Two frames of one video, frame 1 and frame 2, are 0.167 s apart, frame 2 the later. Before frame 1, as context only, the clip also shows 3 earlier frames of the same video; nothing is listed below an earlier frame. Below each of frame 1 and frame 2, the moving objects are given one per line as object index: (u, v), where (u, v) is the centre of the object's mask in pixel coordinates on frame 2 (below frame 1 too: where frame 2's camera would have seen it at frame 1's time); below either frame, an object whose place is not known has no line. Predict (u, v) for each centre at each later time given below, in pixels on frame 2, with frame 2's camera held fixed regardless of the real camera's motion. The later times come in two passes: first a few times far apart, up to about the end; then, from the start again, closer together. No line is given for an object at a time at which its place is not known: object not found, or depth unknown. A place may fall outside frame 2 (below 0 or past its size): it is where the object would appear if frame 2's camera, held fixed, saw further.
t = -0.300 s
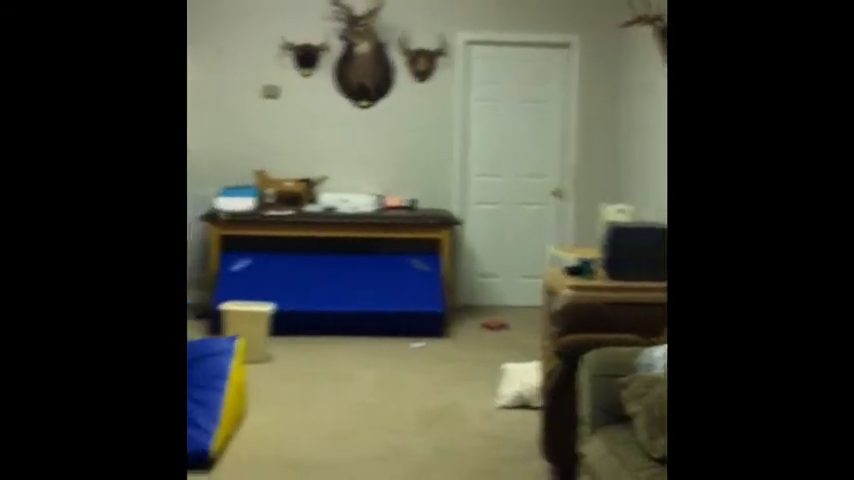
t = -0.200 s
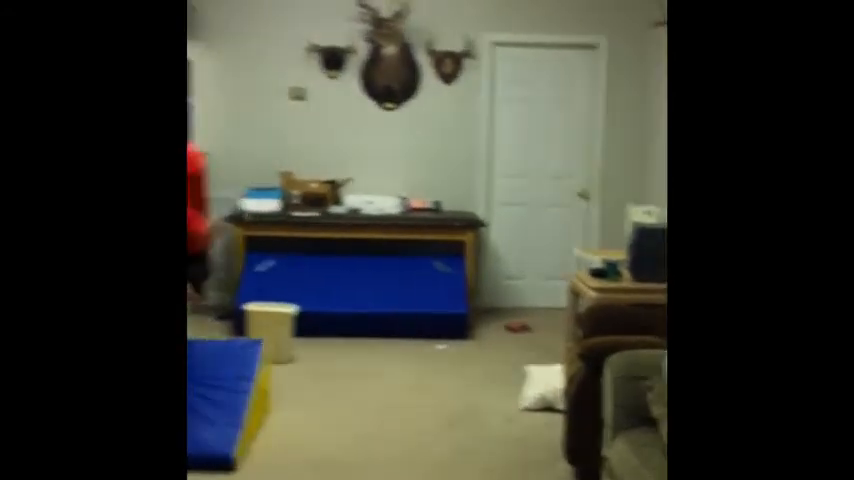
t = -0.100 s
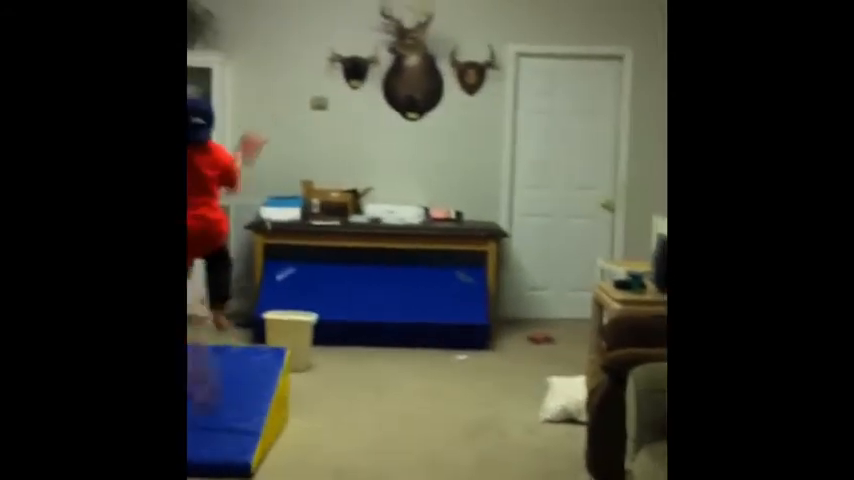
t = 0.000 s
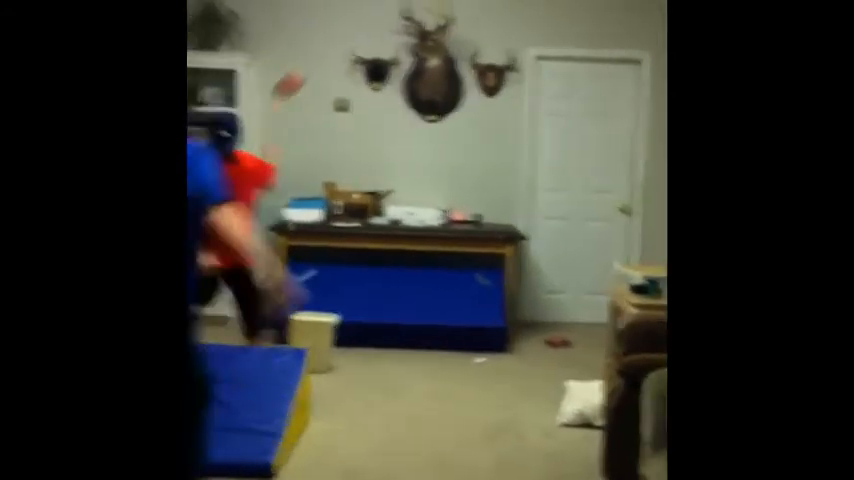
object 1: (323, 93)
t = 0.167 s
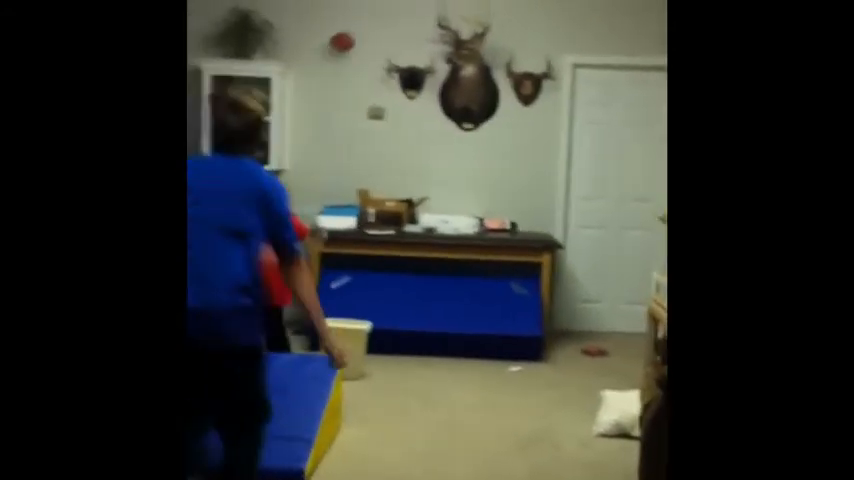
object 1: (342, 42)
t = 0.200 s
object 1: (344, 37)
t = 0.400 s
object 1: (348, 24)
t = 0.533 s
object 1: (350, 46)
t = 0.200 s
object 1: (344, 37)
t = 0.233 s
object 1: (344, 34)
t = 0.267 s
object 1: (347, 27)
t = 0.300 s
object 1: (347, 24)
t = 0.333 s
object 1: (347, 22)
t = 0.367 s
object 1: (347, 22)
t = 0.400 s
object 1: (348, 24)
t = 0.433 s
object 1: (347, 26)
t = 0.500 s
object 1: (349, 38)
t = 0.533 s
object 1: (350, 46)
